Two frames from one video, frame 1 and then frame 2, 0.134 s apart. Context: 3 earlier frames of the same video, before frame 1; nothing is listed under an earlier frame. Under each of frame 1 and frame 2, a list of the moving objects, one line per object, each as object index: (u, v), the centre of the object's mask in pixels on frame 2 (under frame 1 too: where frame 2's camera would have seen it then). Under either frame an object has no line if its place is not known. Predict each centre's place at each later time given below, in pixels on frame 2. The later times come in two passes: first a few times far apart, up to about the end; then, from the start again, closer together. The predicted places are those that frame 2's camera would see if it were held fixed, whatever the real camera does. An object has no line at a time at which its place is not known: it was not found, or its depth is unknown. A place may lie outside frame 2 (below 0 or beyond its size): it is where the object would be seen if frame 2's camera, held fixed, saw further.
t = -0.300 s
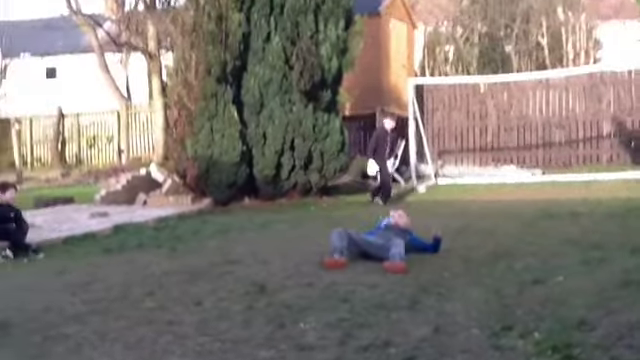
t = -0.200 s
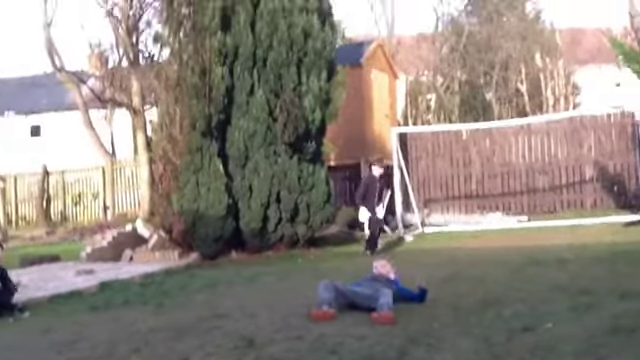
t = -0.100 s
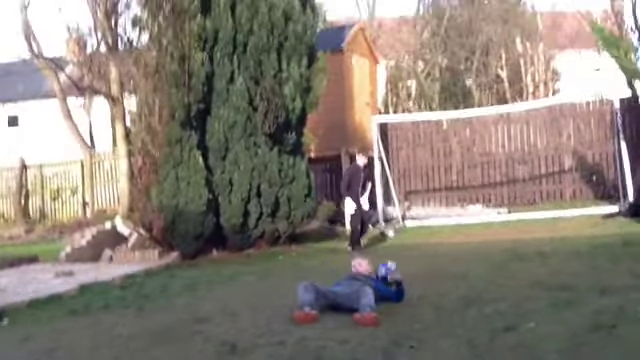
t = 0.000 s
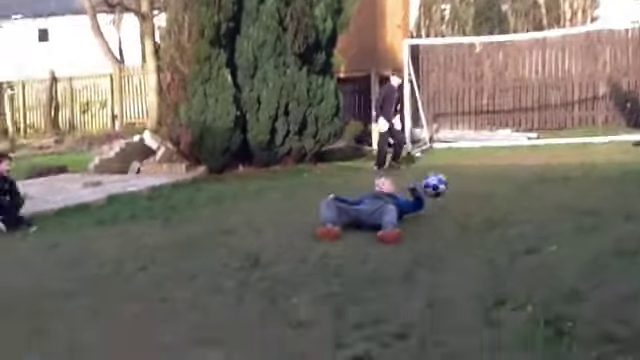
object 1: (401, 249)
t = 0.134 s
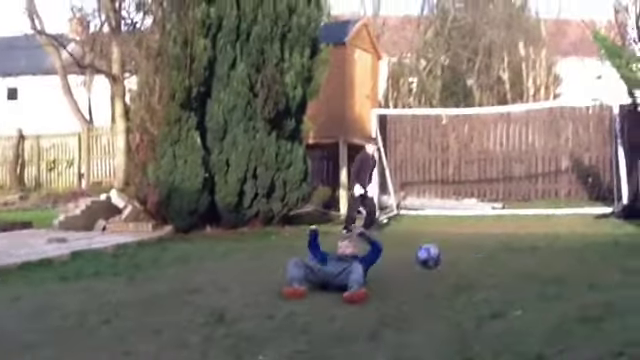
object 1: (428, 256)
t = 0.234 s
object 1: (450, 268)
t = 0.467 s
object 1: (503, 274)
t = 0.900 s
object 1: (600, 276)
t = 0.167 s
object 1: (435, 260)
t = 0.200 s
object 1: (442, 267)
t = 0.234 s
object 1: (450, 268)
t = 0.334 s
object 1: (473, 262)
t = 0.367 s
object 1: (480, 265)
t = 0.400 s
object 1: (488, 268)
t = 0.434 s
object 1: (495, 272)
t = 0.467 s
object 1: (503, 274)
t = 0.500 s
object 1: (511, 271)
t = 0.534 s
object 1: (518, 271)
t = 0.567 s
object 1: (526, 272)
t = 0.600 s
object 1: (533, 275)
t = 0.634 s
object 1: (542, 278)
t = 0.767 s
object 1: (573, 277)
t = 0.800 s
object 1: (580, 278)
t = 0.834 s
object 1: (587, 277)
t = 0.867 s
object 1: (593, 276)
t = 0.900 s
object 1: (600, 276)
